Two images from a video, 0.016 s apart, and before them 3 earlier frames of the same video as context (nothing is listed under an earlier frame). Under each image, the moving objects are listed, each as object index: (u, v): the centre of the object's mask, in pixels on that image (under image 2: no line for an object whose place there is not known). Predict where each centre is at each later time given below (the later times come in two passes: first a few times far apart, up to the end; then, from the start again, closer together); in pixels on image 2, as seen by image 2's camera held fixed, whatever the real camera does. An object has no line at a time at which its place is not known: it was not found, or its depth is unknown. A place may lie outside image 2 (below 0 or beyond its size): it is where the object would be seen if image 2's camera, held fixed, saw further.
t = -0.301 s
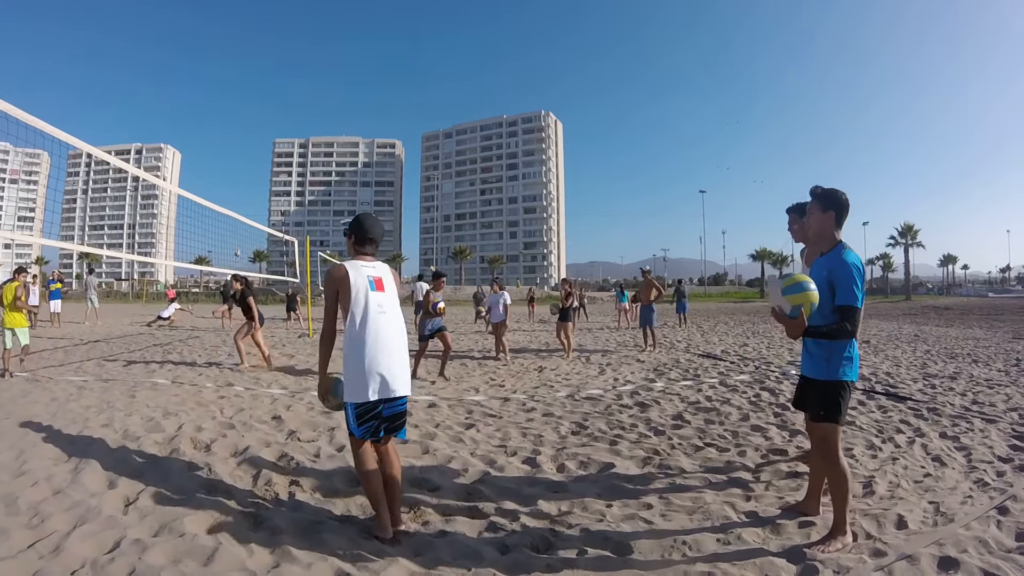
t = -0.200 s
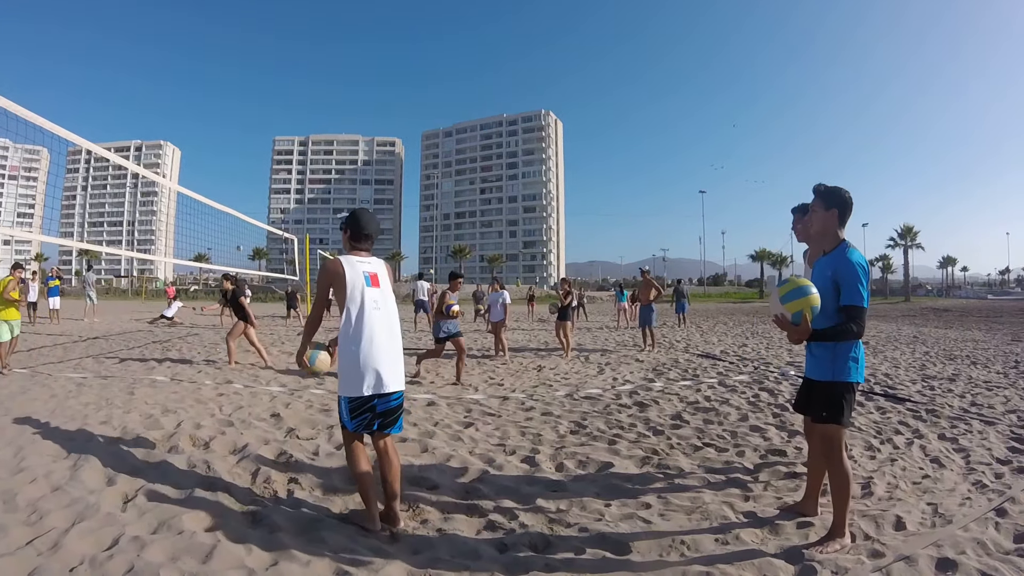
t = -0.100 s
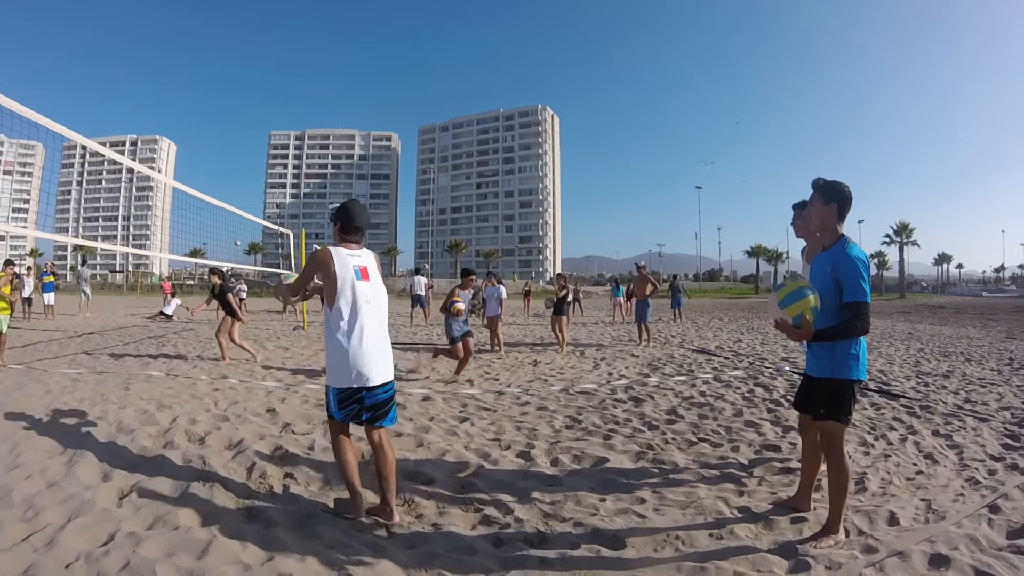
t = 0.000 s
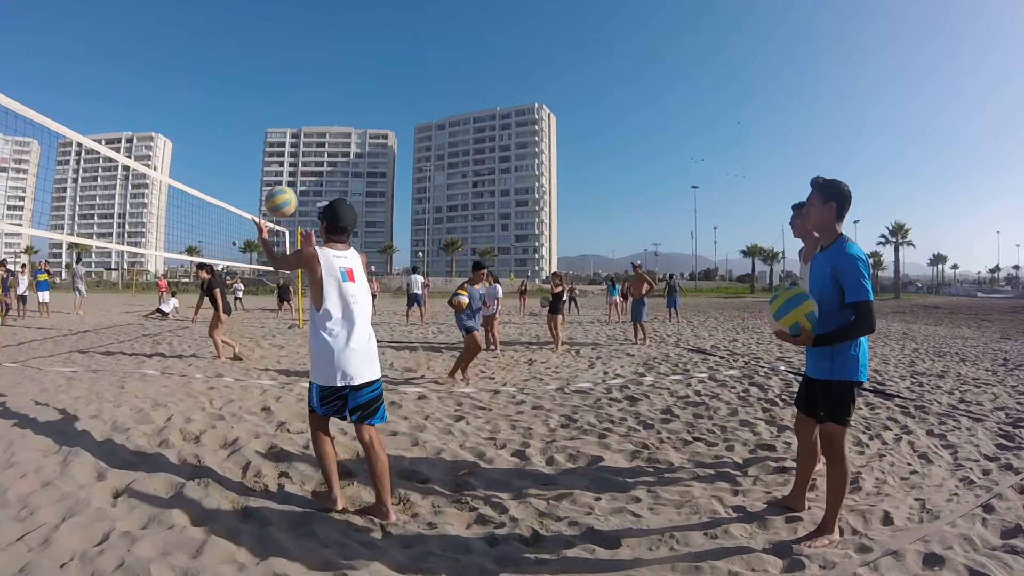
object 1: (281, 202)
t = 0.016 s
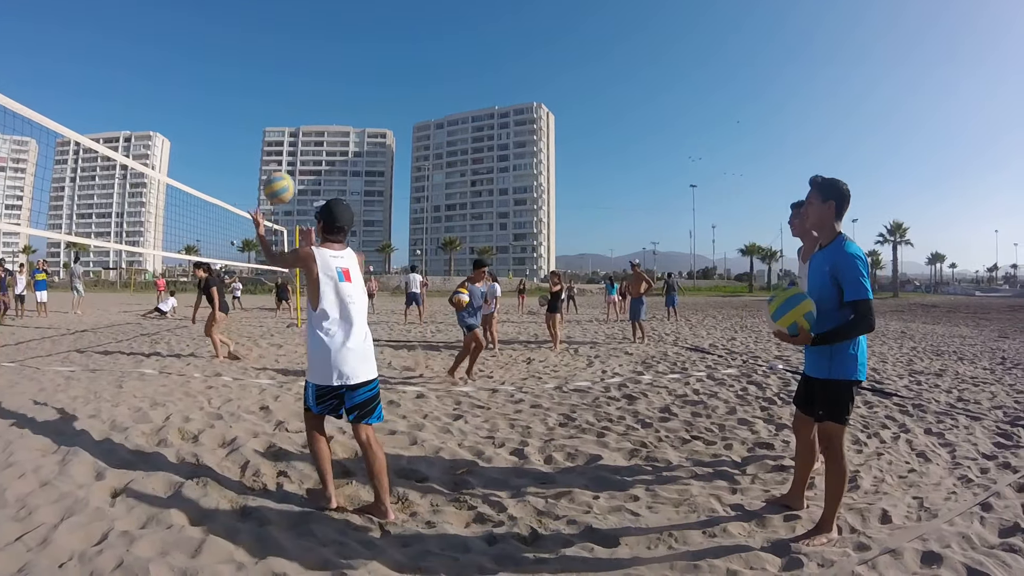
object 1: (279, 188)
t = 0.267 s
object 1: (279, 56)
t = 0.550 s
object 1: (274, 17)
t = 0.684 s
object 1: (265, 29)
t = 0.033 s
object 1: (279, 176)
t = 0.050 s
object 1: (278, 164)
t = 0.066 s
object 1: (277, 152)
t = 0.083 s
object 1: (277, 141)
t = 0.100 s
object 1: (277, 132)
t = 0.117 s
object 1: (278, 121)
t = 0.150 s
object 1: (278, 103)
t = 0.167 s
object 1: (278, 95)
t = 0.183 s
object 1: (278, 87)
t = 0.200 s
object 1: (279, 80)
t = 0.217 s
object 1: (279, 74)
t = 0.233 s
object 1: (279, 67)
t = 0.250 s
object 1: (279, 61)
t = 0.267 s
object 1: (279, 56)
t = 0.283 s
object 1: (279, 50)
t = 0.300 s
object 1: (279, 45)
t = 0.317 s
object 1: (279, 41)
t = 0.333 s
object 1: (280, 37)
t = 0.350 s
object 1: (279, 34)
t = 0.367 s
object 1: (279, 31)
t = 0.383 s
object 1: (279, 28)
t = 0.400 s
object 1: (279, 25)
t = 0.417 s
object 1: (279, 23)
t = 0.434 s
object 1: (278, 21)
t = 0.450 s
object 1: (278, 19)
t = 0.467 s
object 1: (277, 18)
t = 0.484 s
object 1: (277, 18)
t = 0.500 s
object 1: (276, 17)
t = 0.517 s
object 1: (276, 17)
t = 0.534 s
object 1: (275, 17)
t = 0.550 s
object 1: (274, 17)
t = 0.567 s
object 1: (273, 18)
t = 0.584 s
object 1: (272, 19)
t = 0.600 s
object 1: (271, 20)
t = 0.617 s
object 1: (268, 21)
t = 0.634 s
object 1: (267, 23)
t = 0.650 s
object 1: (267, 25)
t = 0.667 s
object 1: (266, 26)
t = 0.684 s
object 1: (265, 29)
